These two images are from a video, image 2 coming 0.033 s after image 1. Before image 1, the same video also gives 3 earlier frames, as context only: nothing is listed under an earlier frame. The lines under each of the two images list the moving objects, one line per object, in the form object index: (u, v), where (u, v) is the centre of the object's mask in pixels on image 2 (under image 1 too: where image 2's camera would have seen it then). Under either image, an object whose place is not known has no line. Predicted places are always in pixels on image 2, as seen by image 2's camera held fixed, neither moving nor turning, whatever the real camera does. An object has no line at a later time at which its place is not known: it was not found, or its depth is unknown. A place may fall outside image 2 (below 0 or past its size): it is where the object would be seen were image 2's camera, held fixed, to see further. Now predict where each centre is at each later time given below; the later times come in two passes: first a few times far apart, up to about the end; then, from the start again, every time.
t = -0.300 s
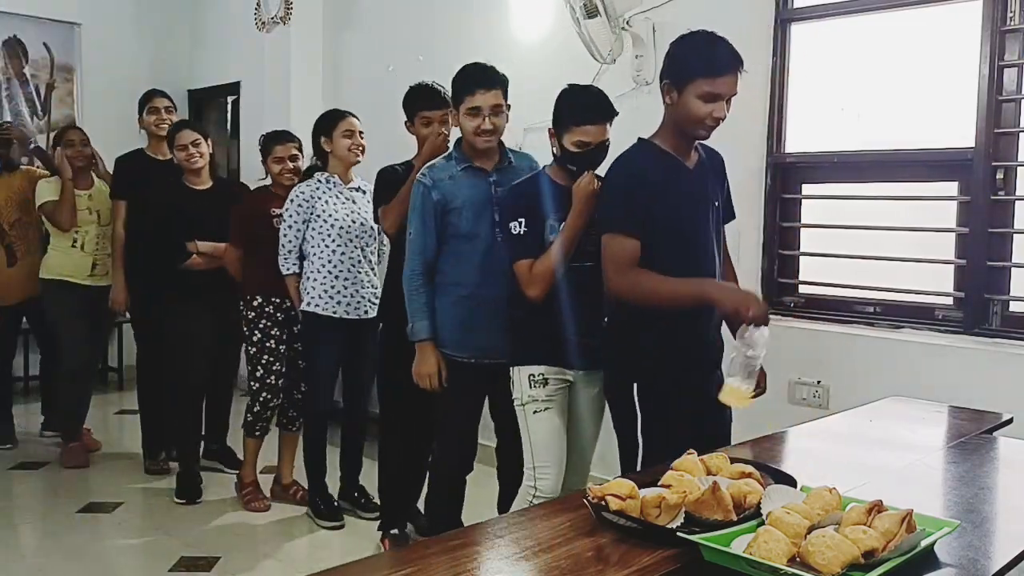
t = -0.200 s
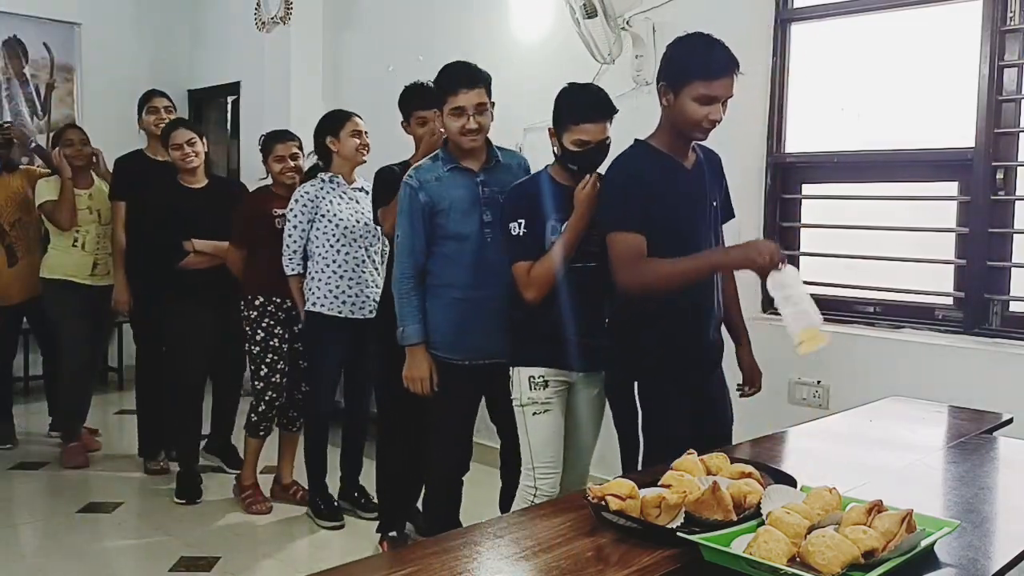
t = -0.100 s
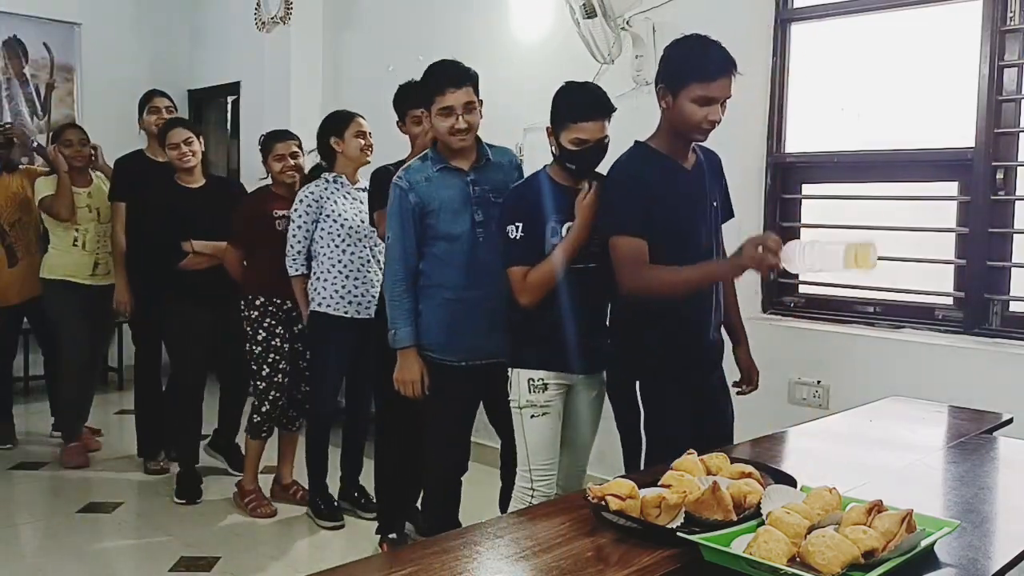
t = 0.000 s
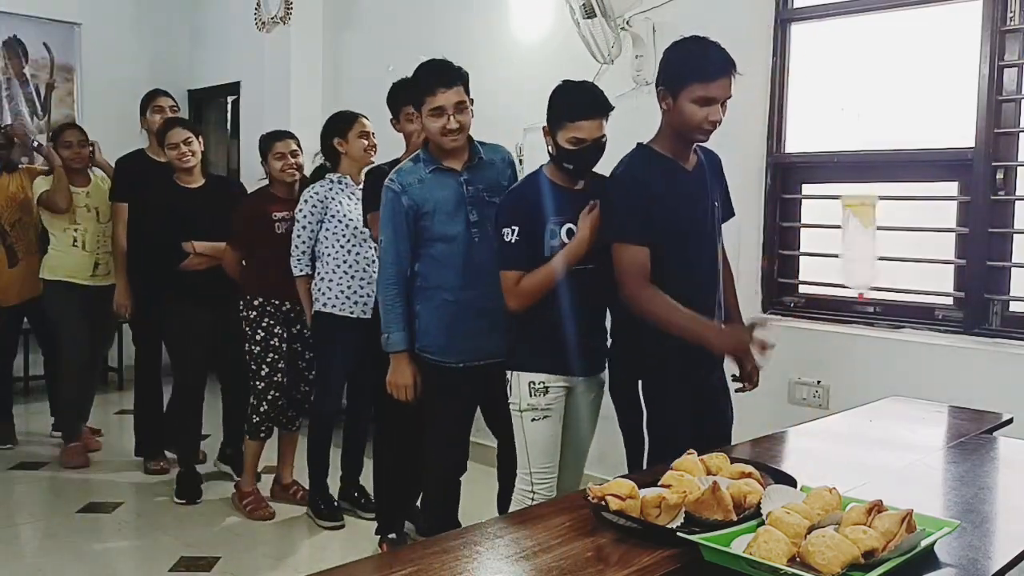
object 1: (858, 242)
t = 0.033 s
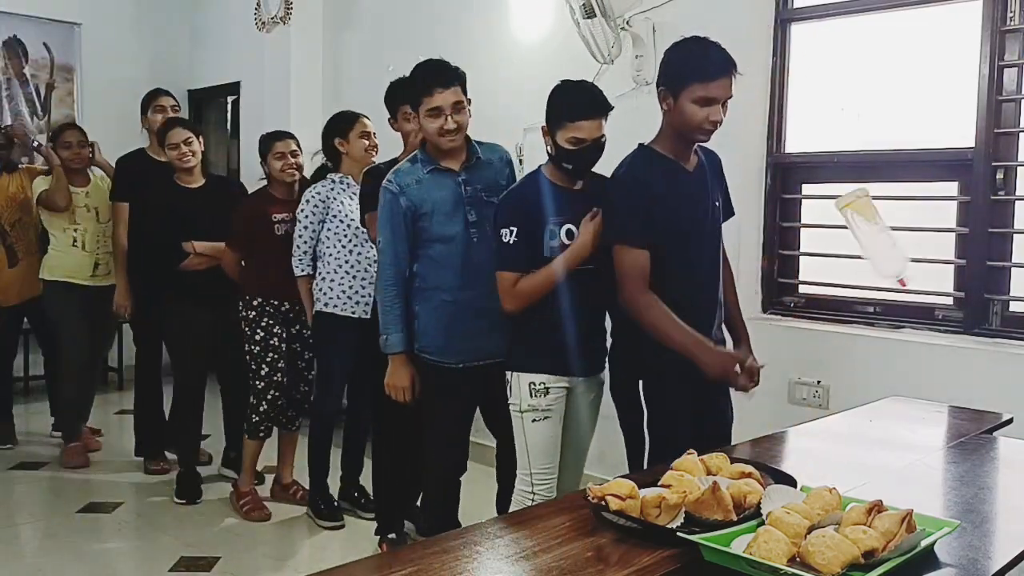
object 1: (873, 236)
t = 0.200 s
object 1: (873, 265)
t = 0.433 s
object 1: (844, 432)
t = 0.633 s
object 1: (840, 437)
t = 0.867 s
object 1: (839, 437)
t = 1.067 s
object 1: (838, 438)
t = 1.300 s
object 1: (838, 438)
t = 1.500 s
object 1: (839, 438)
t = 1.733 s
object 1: (839, 437)
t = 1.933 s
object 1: (839, 437)
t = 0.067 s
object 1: (883, 230)
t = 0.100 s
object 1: (888, 228)
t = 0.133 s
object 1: (887, 231)
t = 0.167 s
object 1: (882, 243)
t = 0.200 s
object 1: (873, 265)
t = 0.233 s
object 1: (865, 296)
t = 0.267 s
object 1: (859, 334)
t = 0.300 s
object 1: (852, 376)
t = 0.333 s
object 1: (847, 414)
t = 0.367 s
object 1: (846, 429)
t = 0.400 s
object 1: (845, 430)
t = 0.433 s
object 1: (844, 432)
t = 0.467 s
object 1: (842, 436)
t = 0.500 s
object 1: (841, 436)
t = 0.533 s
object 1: (840, 436)
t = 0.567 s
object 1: (840, 437)
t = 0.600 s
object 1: (840, 437)
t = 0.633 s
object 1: (840, 437)
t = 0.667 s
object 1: (840, 437)
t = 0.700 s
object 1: (840, 437)
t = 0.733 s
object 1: (840, 437)
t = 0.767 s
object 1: (840, 437)
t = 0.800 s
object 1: (839, 437)
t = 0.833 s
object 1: (839, 437)
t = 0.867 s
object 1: (839, 437)
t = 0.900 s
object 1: (839, 437)
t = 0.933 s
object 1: (839, 437)
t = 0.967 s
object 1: (839, 437)
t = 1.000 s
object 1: (838, 438)
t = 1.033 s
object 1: (838, 438)
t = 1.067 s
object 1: (838, 438)
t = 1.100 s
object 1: (838, 438)
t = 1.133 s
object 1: (838, 438)
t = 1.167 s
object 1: (838, 438)
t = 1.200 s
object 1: (838, 438)
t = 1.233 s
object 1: (838, 438)
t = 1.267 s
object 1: (838, 438)
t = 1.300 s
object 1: (838, 438)
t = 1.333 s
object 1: (839, 438)
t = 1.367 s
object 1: (839, 438)
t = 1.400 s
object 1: (839, 438)
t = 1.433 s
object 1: (839, 437)
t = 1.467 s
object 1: (839, 438)
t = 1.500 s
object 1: (839, 438)
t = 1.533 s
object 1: (839, 438)
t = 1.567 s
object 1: (839, 437)
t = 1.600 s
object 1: (839, 437)
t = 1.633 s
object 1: (839, 437)
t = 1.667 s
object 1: (839, 437)
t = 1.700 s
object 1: (839, 437)
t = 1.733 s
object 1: (839, 437)
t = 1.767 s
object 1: (839, 437)
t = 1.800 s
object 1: (839, 437)
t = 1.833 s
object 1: (839, 437)
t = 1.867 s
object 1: (839, 437)
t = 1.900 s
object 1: (839, 437)
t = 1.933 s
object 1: (839, 437)
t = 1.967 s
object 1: (839, 437)
